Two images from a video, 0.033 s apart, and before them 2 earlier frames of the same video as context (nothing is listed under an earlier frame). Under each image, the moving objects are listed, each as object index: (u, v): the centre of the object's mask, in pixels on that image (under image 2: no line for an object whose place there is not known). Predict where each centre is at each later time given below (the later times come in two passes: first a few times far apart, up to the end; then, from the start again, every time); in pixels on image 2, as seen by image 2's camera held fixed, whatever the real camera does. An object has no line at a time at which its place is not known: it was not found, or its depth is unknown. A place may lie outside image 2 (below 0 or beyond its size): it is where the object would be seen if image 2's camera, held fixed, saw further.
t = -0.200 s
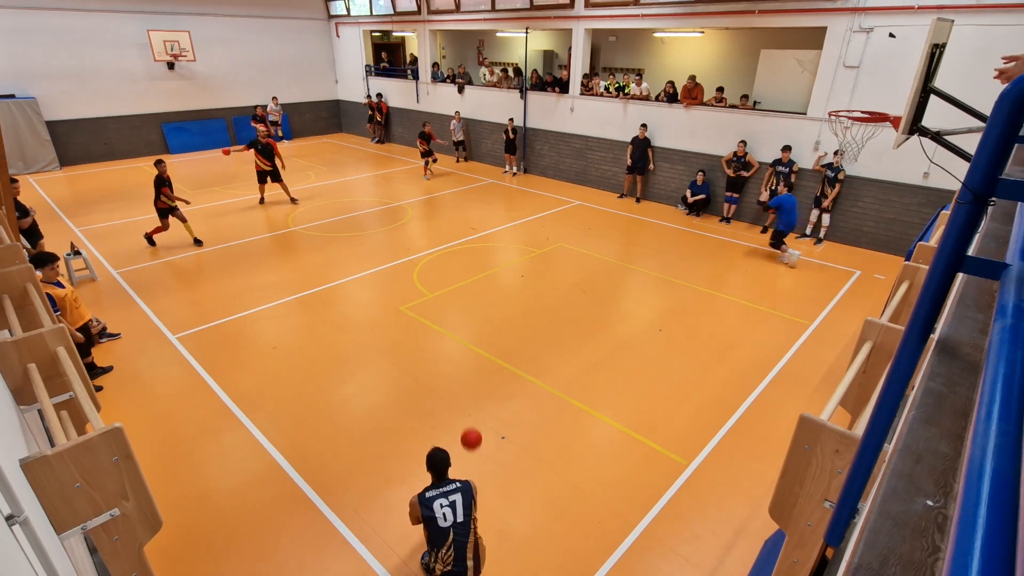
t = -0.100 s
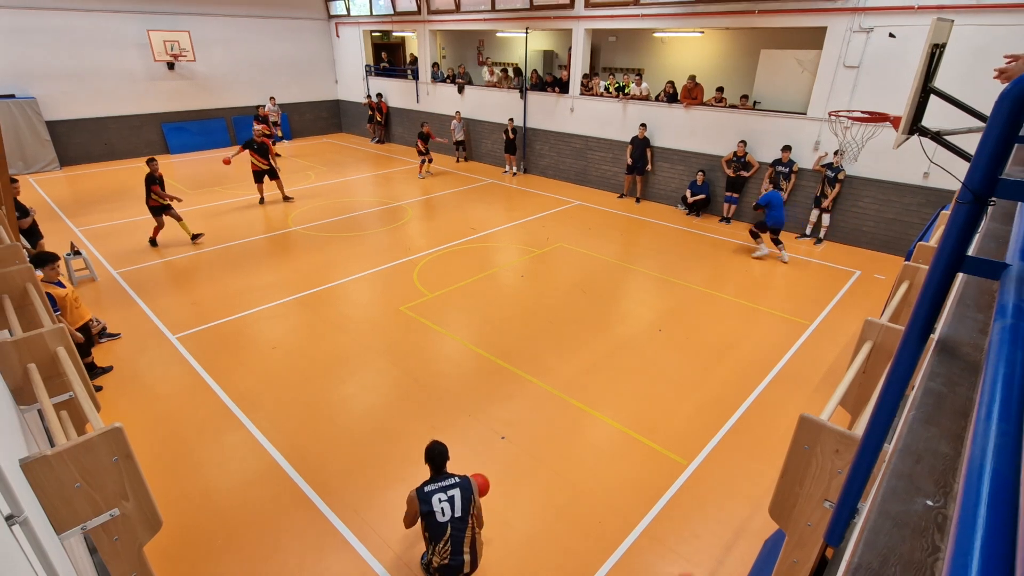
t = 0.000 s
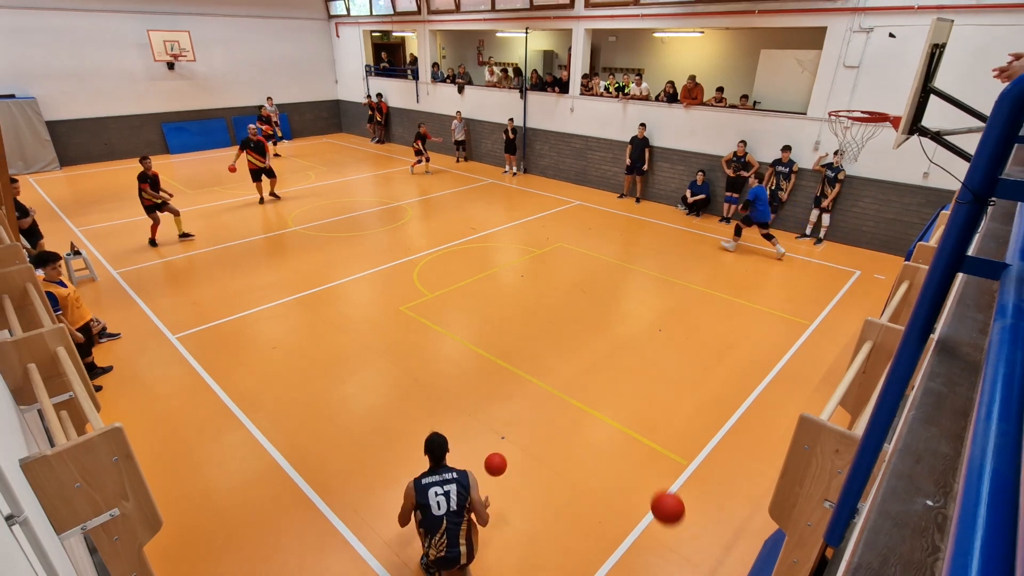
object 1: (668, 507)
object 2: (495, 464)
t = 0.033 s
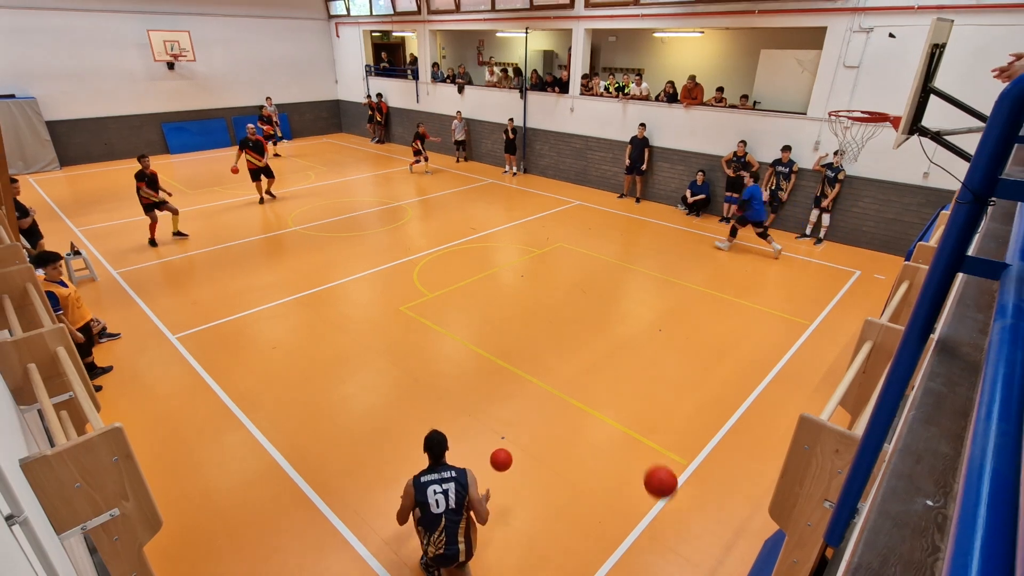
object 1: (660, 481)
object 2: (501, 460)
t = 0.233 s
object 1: (616, 363)
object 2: (530, 456)
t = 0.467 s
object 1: (565, 309)
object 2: (552, 426)
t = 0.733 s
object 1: (515, 339)
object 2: (570, 406)
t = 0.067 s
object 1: (653, 458)
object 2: (506, 456)
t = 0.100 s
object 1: (646, 435)
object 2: (511, 454)
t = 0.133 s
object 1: (639, 415)
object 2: (516, 453)
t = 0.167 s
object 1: (631, 395)
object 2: (521, 453)
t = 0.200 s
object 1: (624, 378)
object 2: (525, 454)
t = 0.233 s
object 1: (616, 363)
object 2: (530, 456)
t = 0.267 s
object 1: (609, 350)
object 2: (534, 459)
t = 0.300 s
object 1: (601, 339)
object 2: (537, 464)
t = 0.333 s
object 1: (594, 329)
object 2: (540, 461)
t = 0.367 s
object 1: (586, 322)
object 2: (544, 450)
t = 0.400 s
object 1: (579, 315)
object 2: (546, 441)
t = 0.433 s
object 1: (572, 311)
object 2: (549, 433)
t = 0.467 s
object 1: (565, 309)
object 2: (552, 426)
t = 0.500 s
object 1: (558, 308)
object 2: (555, 420)
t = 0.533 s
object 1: (551, 309)
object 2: (557, 416)
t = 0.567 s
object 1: (544, 311)
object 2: (560, 412)
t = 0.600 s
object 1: (538, 314)
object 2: (562, 409)
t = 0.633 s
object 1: (532, 319)
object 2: (564, 407)
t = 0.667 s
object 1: (526, 325)
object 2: (566, 406)
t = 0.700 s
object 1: (520, 332)
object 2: (568, 405)
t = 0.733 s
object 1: (515, 339)
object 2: (570, 406)
